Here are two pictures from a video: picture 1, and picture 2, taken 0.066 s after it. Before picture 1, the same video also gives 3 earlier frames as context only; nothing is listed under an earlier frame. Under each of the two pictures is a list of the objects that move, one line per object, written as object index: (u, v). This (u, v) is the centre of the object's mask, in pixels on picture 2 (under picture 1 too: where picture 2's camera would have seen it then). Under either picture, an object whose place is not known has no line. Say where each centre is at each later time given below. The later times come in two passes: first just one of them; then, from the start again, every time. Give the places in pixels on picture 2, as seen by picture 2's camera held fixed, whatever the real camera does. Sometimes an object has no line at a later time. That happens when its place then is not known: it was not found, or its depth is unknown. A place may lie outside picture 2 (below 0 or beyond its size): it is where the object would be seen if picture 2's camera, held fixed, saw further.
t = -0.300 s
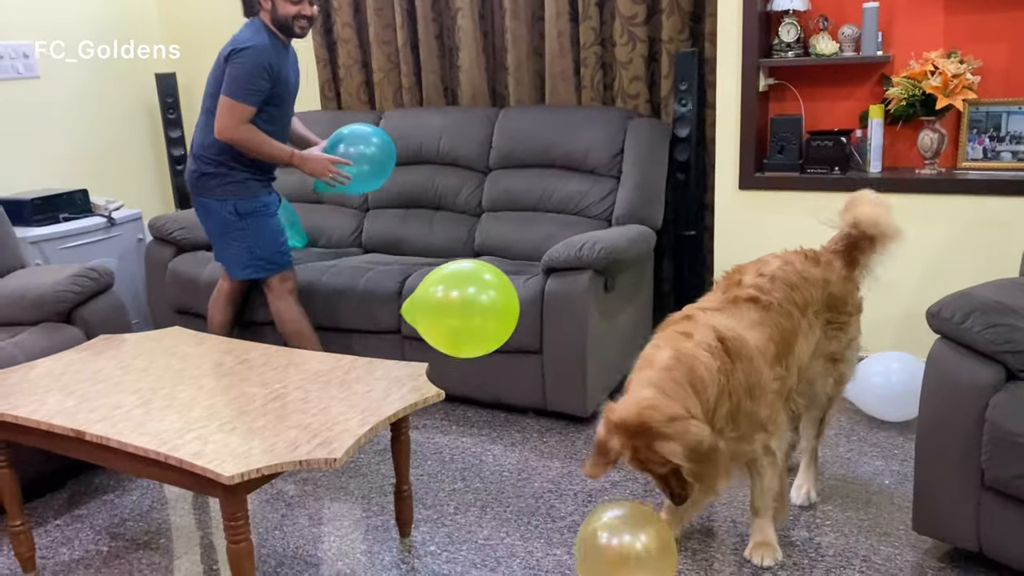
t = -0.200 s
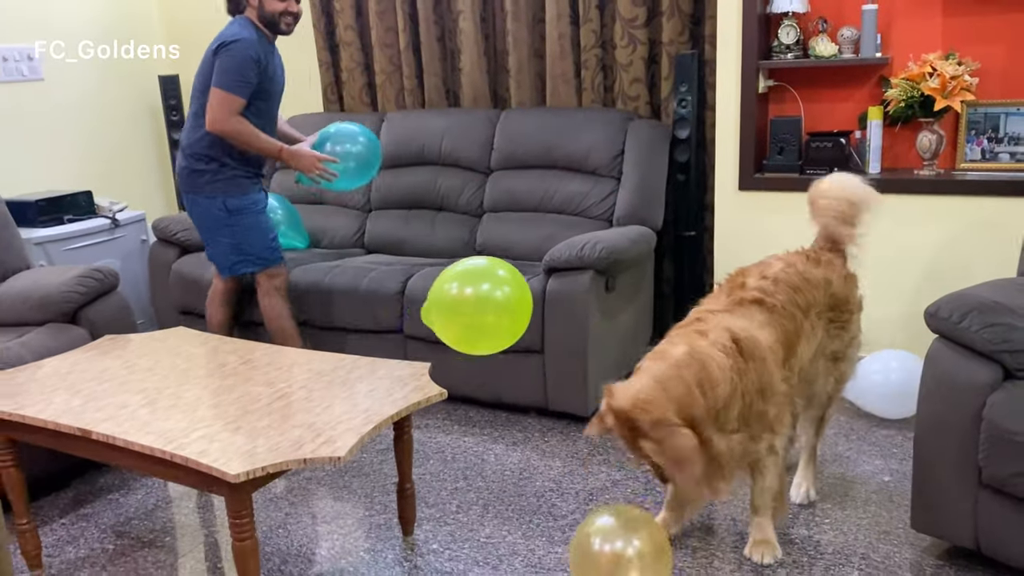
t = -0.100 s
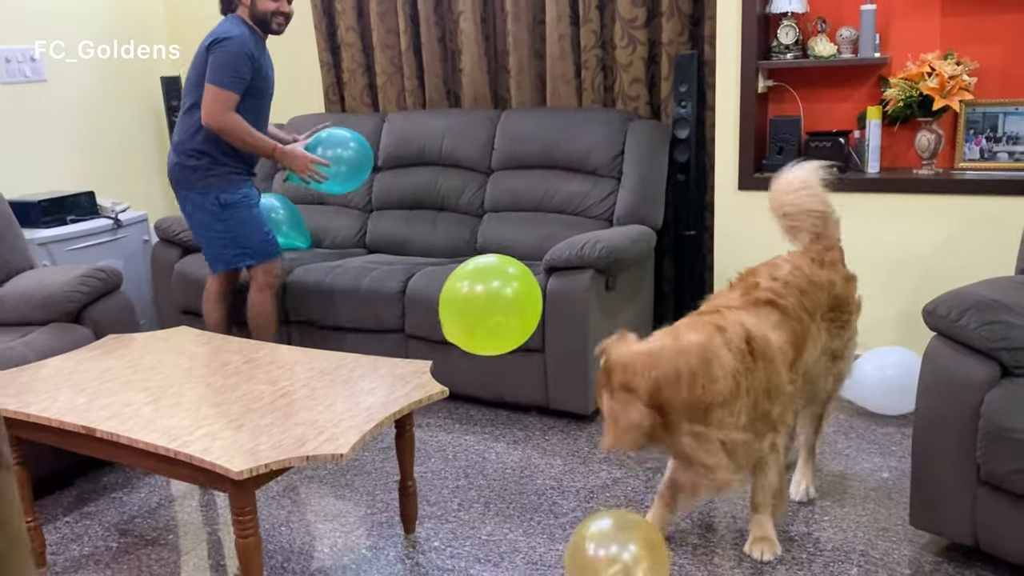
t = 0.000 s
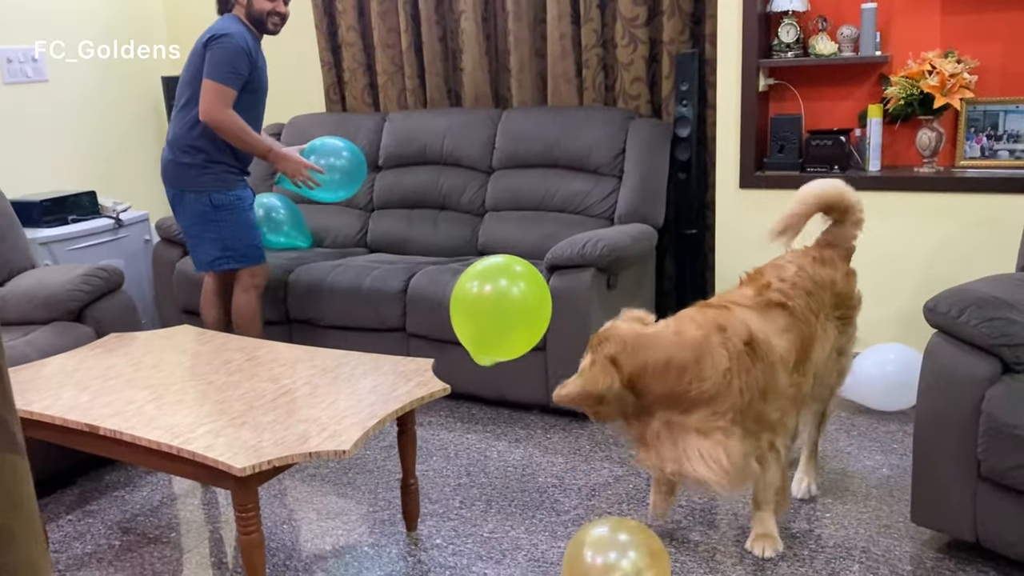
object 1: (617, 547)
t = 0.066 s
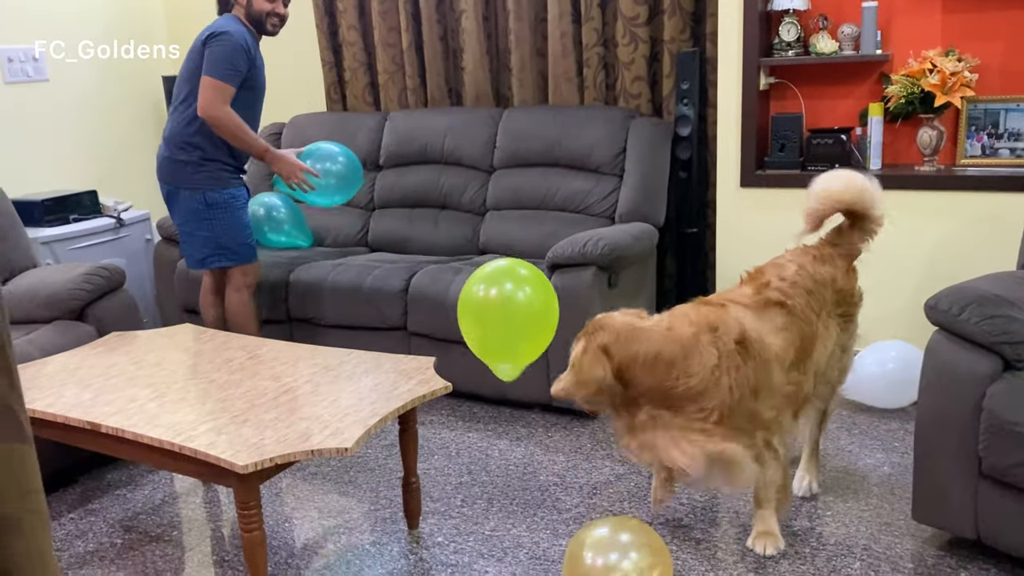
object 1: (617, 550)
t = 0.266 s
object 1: (621, 562)
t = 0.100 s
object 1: (617, 551)
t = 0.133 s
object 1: (618, 554)
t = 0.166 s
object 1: (619, 556)
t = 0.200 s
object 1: (619, 559)
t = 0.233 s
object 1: (620, 561)
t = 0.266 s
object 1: (621, 562)
